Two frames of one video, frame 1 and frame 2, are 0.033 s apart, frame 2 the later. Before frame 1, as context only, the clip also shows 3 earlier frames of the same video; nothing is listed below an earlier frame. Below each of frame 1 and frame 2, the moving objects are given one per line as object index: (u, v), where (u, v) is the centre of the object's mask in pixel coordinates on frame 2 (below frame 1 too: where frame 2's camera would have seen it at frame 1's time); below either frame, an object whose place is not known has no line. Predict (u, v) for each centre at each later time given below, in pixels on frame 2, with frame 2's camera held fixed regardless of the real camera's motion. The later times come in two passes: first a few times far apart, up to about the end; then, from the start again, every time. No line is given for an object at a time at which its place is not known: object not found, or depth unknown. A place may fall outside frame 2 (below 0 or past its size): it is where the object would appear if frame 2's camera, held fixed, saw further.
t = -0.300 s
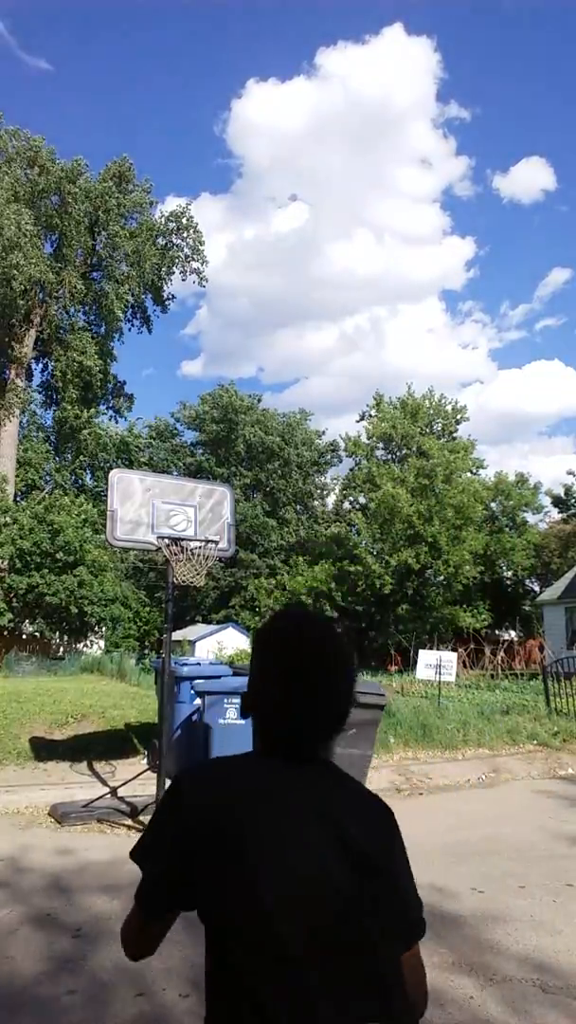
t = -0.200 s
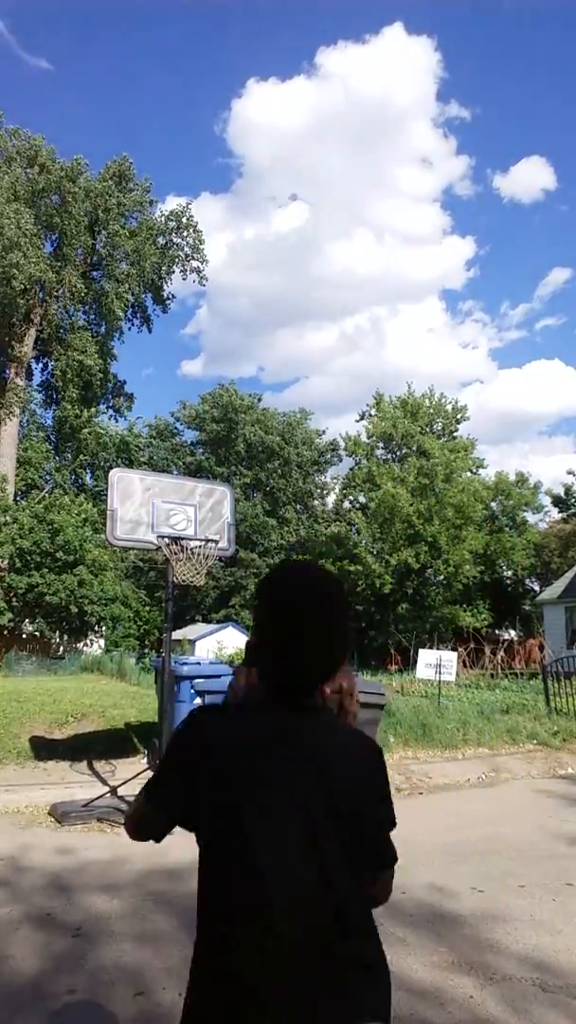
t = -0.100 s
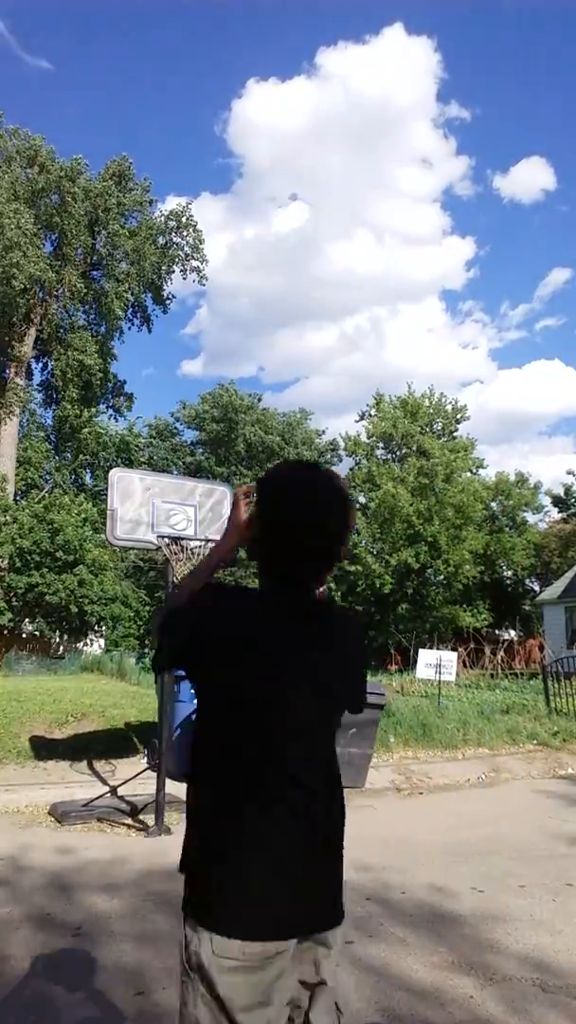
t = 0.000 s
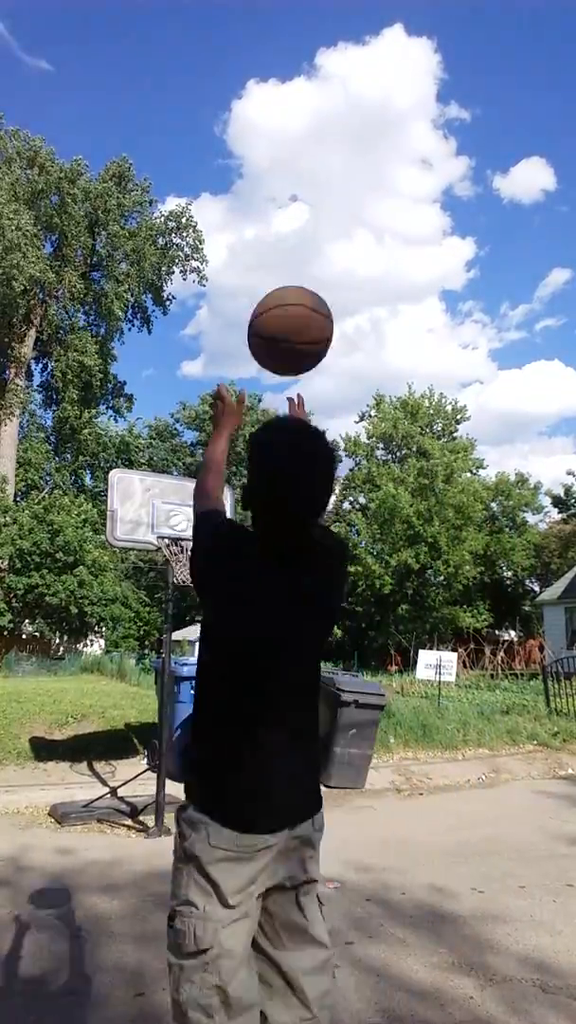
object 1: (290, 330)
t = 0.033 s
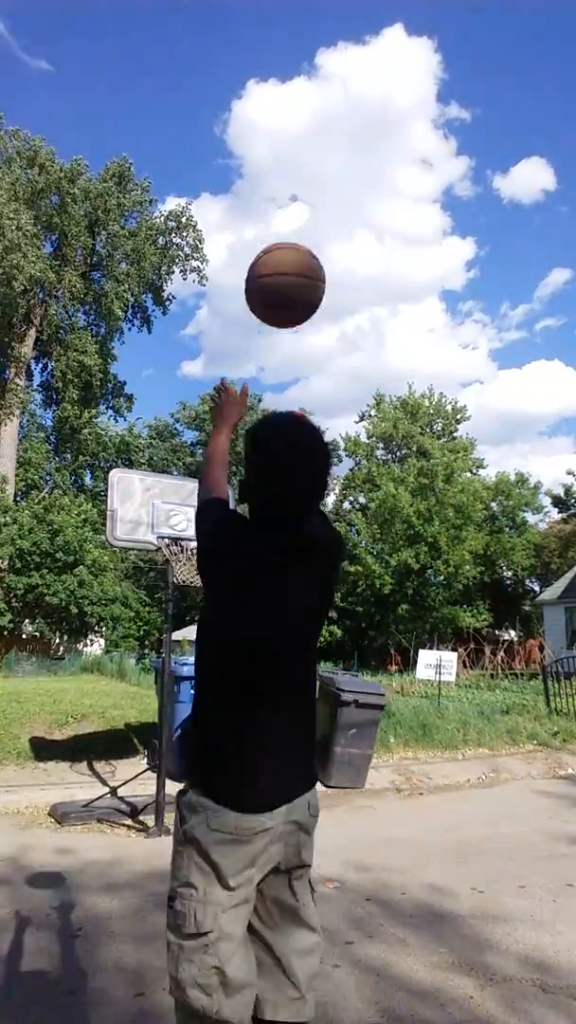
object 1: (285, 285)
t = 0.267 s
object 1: (258, 144)
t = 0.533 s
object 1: (239, 159)
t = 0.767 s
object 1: (225, 245)
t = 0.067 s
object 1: (280, 248)
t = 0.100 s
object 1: (276, 219)
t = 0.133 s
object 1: (272, 195)
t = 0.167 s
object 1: (268, 177)
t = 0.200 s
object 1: (265, 162)
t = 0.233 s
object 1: (261, 151)
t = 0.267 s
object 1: (258, 144)
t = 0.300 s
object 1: (256, 139)
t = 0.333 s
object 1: (253, 137)
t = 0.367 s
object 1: (250, 136)
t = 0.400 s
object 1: (247, 138)
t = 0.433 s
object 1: (245, 140)
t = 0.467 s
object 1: (243, 145)
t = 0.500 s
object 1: (241, 152)
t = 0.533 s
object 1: (239, 159)
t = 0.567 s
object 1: (237, 167)
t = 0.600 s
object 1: (234, 177)
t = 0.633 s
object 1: (233, 190)
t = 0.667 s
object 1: (231, 201)
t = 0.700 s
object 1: (229, 215)
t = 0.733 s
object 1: (227, 230)
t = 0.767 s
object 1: (225, 245)
